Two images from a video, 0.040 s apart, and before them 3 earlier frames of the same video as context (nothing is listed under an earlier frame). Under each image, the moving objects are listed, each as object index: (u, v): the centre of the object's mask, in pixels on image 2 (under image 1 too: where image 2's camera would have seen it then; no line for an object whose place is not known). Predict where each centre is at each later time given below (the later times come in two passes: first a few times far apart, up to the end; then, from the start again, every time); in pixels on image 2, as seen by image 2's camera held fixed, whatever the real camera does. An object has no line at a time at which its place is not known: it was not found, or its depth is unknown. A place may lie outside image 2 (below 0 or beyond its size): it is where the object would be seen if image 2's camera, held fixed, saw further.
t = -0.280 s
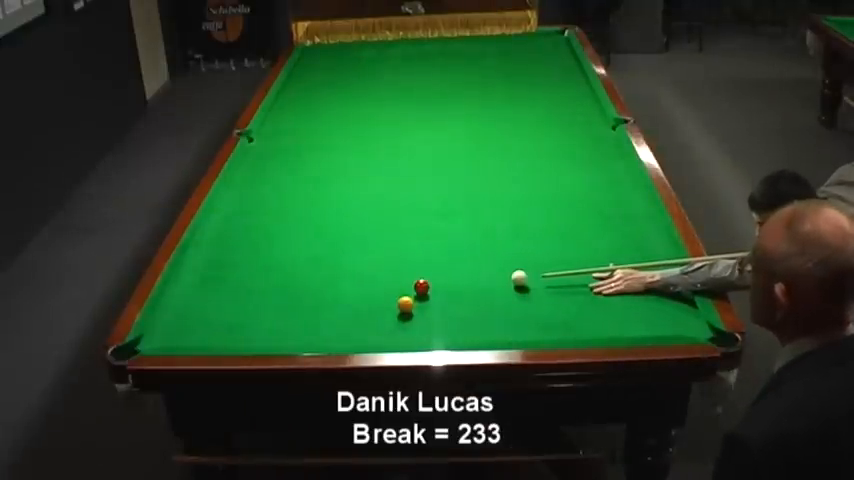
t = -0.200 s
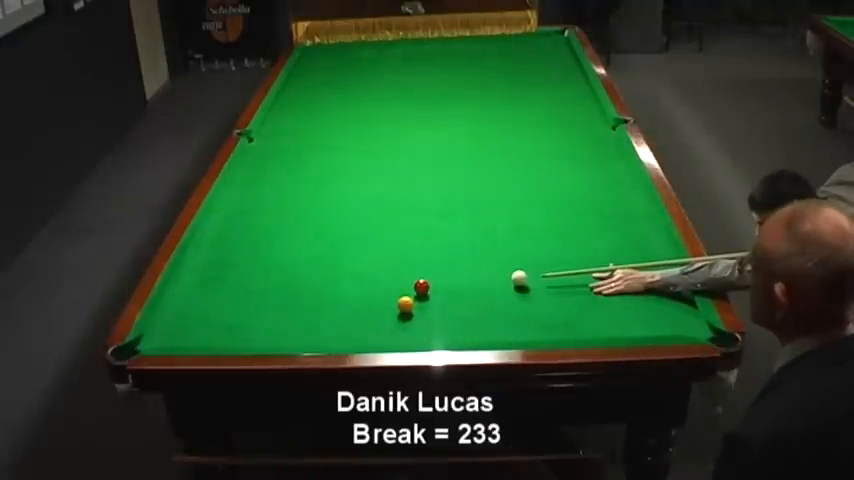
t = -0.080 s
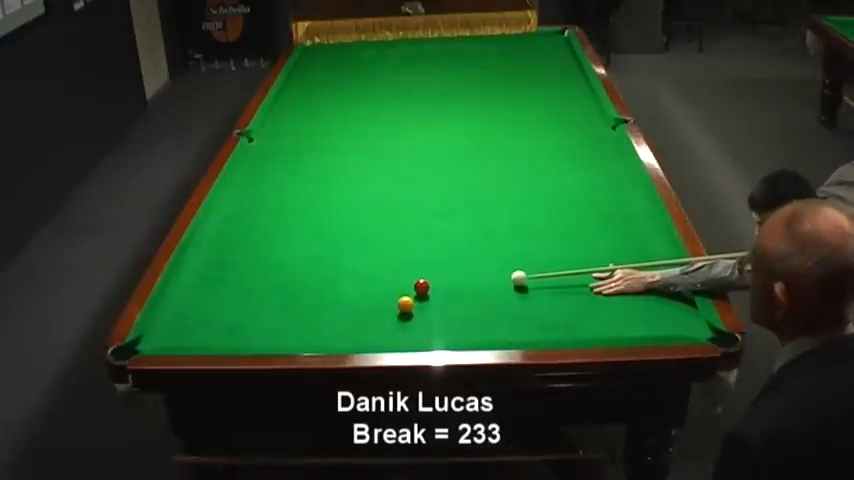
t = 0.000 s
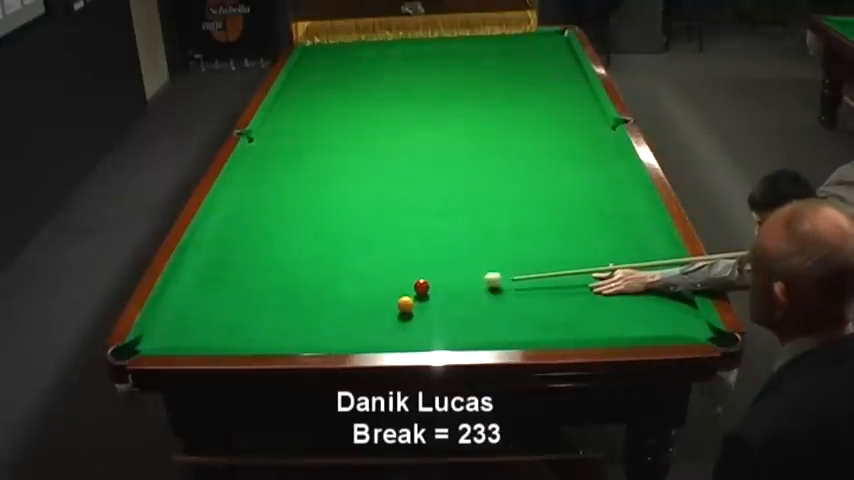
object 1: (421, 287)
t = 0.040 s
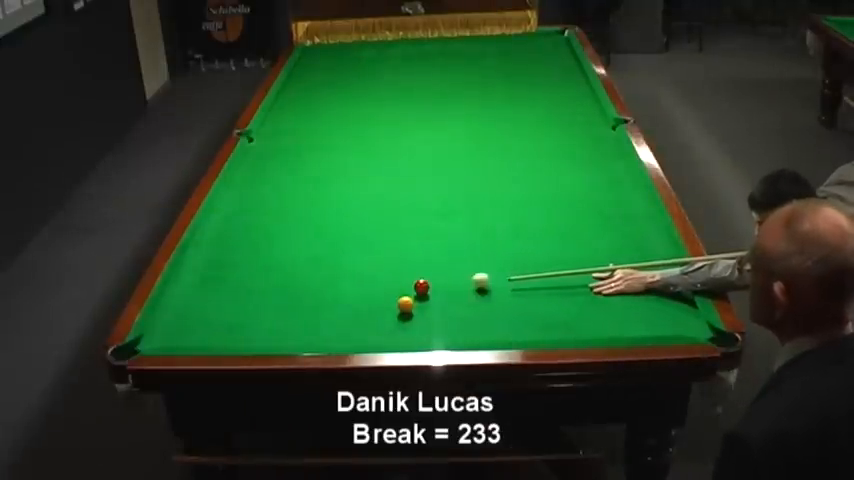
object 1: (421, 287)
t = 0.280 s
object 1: (405, 289)
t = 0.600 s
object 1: (354, 301)
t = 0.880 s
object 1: (312, 309)
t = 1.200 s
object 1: (266, 318)
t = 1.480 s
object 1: (228, 326)
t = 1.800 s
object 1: (188, 334)
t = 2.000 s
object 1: (165, 338)
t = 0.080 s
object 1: (421, 287)
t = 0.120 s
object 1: (421, 287)
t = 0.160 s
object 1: (421, 287)
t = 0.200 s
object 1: (420, 287)
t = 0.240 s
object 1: (412, 289)
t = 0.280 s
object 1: (405, 289)
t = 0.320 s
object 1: (398, 291)
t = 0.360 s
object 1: (392, 293)
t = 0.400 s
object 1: (386, 294)
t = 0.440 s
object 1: (379, 295)
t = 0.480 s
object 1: (373, 297)
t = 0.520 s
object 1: (367, 298)
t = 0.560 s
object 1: (360, 299)
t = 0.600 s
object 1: (354, 301)
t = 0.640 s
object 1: (348, 302)
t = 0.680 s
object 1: (342, 303)
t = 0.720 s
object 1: (336, 304)
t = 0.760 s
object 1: (330, 306)
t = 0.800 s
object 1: (324, 306)
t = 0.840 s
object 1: (318, 308)
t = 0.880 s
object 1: (312, 309)
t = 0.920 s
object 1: (306, 310)
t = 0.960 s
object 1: (300, 311)
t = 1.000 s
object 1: (294, 312)
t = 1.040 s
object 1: (289, 314)
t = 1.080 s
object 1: (283, 315)
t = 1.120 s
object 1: (277, 316)
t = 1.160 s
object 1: (271, 317)
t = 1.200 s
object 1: (266, 318)
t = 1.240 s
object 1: (260, 319)
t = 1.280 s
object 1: (255, 320)
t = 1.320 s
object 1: (249, 321)
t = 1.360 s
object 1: (244, 322)
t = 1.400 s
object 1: (239, 324)
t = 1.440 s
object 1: (234, 325)
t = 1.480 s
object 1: (228, 326)
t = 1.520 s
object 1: (223, 326)
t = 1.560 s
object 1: (218, 328)
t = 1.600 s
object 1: (213, 329)
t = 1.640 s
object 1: (208, 330)
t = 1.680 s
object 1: (203, 331)
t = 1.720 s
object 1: (198, 331)
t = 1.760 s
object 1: (193, 333)
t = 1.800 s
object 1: (188, 334)
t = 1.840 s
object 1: (183, 334)
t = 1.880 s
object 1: (179, 335)
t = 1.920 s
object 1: (174, 336)
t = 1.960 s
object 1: (169, 337)
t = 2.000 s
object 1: (165, 338)
